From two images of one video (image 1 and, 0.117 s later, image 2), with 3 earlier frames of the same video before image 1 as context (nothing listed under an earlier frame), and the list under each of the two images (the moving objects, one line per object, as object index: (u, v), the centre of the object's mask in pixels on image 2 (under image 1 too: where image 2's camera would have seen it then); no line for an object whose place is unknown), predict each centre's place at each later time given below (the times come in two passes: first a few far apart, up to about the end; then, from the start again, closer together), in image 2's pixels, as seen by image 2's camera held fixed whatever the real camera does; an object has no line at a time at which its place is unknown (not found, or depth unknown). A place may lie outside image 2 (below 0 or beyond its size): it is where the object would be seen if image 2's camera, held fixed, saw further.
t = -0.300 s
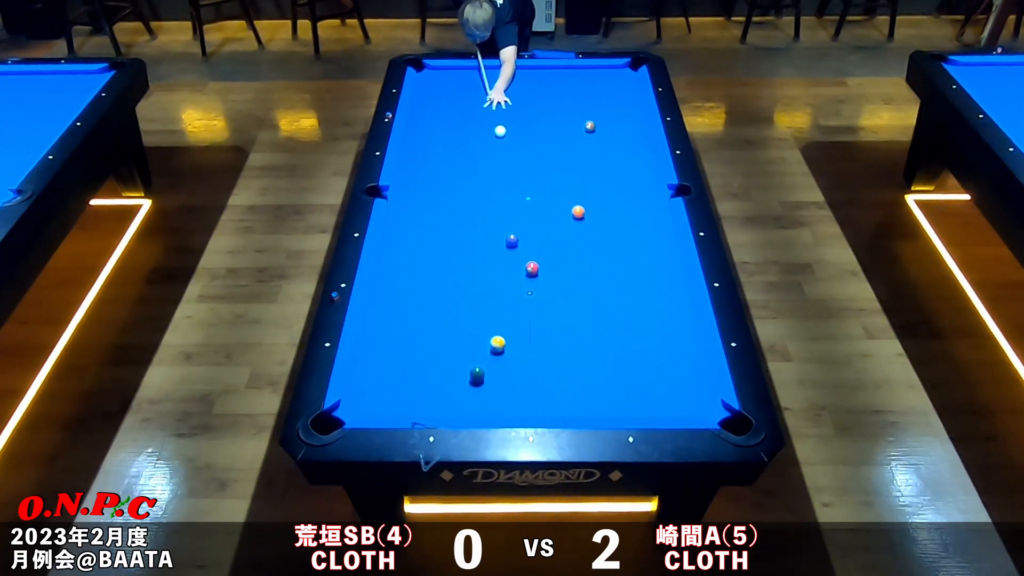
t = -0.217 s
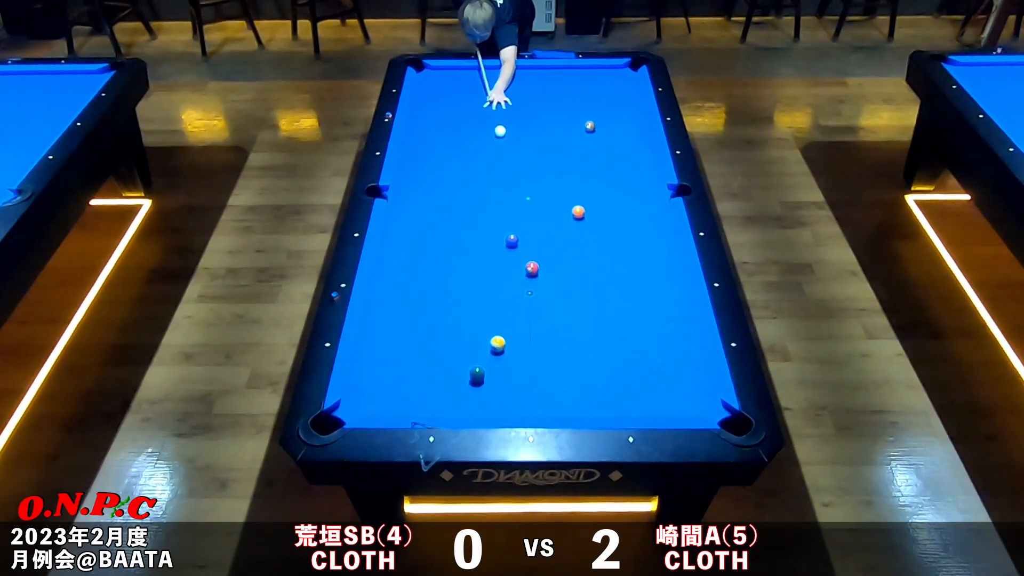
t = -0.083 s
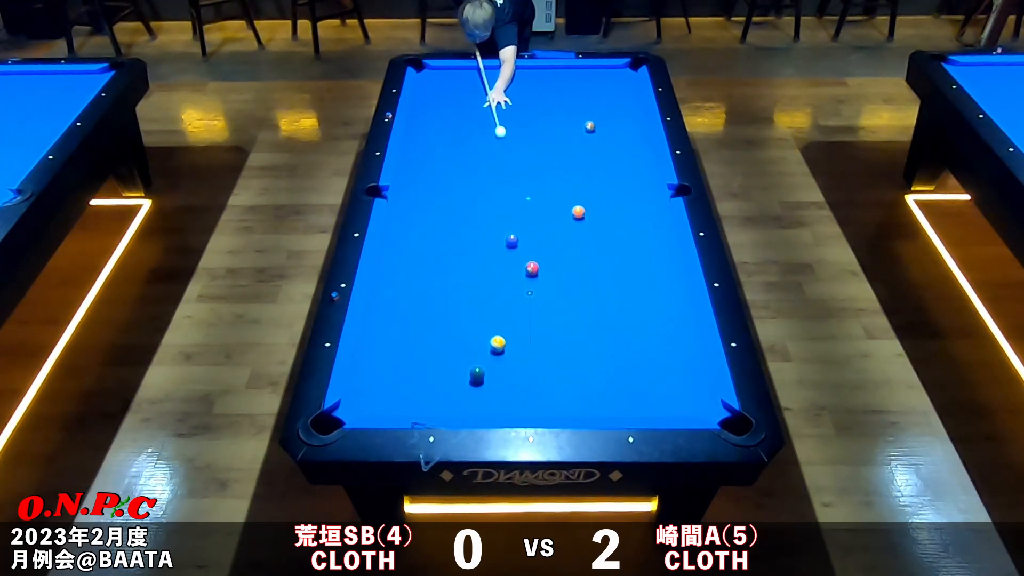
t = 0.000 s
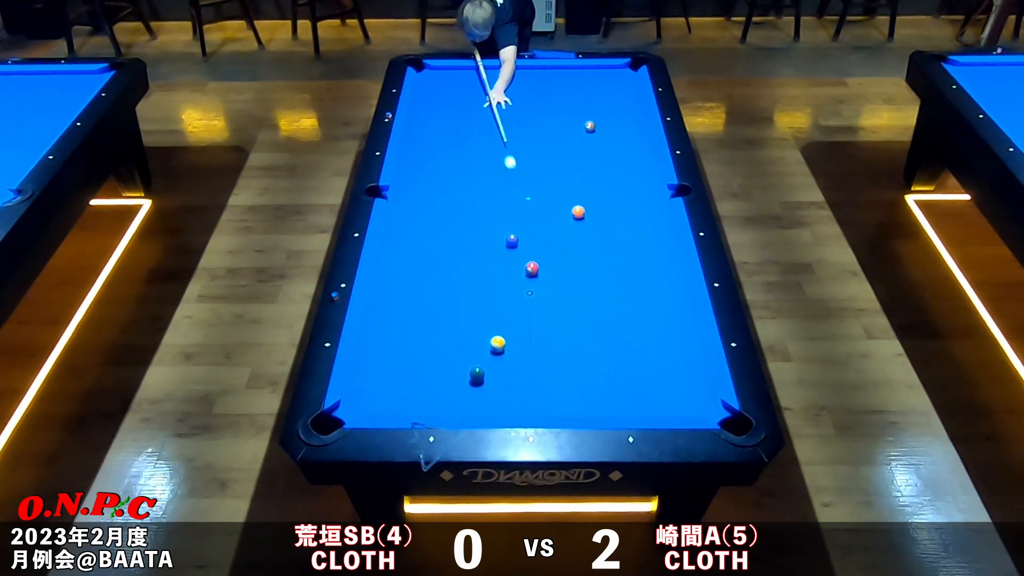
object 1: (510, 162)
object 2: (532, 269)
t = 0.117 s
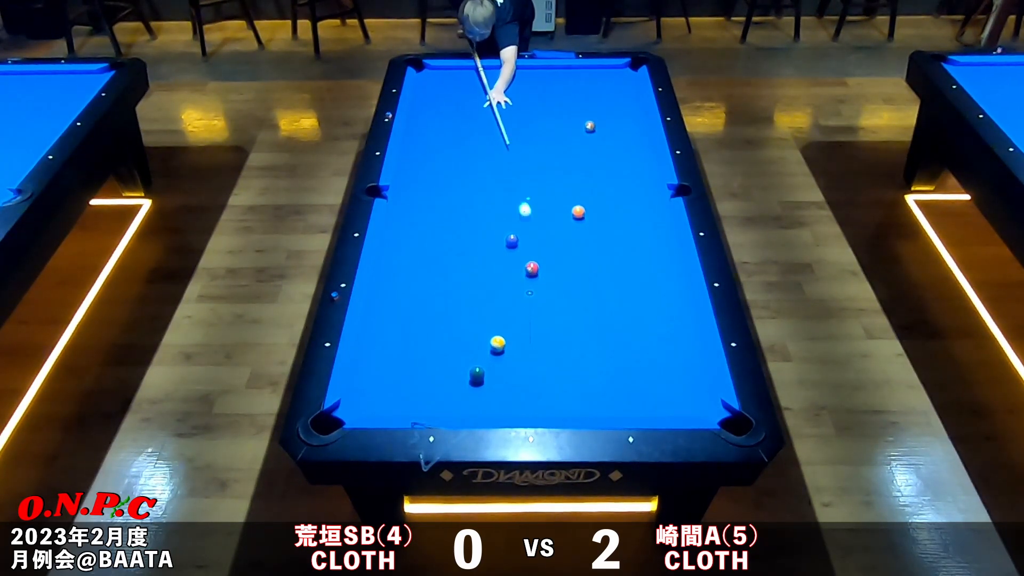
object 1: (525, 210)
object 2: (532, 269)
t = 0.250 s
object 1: (546, 264)
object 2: (528, 272)
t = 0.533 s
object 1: (643, 311)
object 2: (467, 328)
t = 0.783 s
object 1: (684, 333)
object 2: (410, 379)
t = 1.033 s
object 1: (653, 342)
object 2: (362, 400)
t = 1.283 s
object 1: (623, 351)
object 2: (365, 373)
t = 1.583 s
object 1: (588, 361)
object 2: (389, 345)
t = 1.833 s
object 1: (560, 368)
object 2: (407, 325)
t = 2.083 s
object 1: (532, 376)
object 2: (423, 306)
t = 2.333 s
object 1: (506, 384)
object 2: (438, 290)
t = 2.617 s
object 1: (478, 392)
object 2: (453, 273)
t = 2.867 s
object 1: (454, 399)
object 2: (466, 260)
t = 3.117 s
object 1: (431, 406)
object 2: (477, 248)
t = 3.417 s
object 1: (407, 409)
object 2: (488, 236)
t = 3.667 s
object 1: (392, 407)
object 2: (497, 226)
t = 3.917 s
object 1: (379, 406)
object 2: (505, 218)
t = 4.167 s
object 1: (368, 404)
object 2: (511, 210)
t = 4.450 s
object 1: (358, 400)
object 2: (519, 203)
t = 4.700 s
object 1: (351, 398)
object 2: (525, 197)
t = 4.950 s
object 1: (353, 398)
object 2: (530, 191)
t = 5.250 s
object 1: (355, 397)
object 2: (535, 186)
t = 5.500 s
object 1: (355, 398)
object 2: (539, 183)
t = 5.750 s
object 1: (355, 397)
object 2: (542, 180)
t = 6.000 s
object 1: (355, 398)
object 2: (545, 177)
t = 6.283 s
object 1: (355, 398)
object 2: (548, 175)
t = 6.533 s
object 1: (355, 398)
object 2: (549, 174)
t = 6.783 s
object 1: (355, 398)
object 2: (550, 173)
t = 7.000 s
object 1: (355, 398)
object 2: (550, 173)
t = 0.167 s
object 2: (532, 269)
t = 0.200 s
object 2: (532, 269)
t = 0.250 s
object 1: (546, 264)
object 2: (528, 272)
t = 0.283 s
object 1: (559, 271)
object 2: (520, 280)
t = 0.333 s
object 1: (577, 281)
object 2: (509, 290)
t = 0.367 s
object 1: (589, 286)
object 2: (501, 297)
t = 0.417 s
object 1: (606, 295)
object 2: (491, 306)
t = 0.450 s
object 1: (617, 300)
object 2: (484, 312)
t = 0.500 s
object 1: (633, 307)
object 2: (474, 322)
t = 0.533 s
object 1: (643, 311)
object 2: (467, 328)
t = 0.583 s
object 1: (658, 317)
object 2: (456, 338)
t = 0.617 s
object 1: (667, 320)
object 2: (448, 344)
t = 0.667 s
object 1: (681, 325)
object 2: (437, 354)
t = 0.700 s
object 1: (691, 329)
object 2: (429, 361)
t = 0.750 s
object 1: (690, 332)
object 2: (418, 372)
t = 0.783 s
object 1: (684, 333)
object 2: (410, 379)
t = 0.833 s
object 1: (677, 335)
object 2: (398, 390)
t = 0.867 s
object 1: (673, 336)
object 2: (389, 398)
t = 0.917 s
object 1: (667, 338)
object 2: (377, 407)
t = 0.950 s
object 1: (663, 339)
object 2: (370, 409)
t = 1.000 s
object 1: (657, 341)
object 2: (365, 405)
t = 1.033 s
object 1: (653, 342)
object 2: (362, 400)
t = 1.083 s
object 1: (647, 344)
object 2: (357, 394)
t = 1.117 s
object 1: (643, 345)
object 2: (354, 390)
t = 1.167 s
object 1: (637, 347)
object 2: (355, 385)
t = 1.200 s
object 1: (633, 348)
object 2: (358, 382)
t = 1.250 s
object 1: (627, 350)
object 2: (362, 376)
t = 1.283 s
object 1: (623, 351)
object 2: (365, 373)
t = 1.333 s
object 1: (617, 352)
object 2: (370, 368)
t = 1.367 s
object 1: (613, 353)
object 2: (373, 365)
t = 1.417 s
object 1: (607, 355)
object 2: (376, 360)
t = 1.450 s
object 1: (603, 356)
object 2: (379, 357)
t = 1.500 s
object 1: (597, 358)
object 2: (383, 353)
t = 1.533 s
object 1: (594, 359)
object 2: (386, 350)
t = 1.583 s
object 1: (588, 361)
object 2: (389, 345)
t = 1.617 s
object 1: (584, 362)
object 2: (392, 342)
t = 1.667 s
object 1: (578, 363)
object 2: (396, 338)
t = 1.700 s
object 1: (574, 364)
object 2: (398, 335)
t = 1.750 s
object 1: (569, 366)
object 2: (402, 331)
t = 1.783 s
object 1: (565, 367)
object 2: (404, 329)
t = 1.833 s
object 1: (560, 368)
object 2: (407, 325)
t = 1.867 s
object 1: (556, 370)
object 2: (410, 322)
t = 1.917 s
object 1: (550, 371)
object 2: (413, 318)
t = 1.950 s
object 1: (547, 372)
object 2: (415, 316)
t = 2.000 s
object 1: (541, 374)
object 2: (418, 313)
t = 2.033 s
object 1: (538, 375)
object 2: (420, 310)
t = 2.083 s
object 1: (532, 376)
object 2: (423, 306)
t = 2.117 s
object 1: (529, 377)
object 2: (426, 304)
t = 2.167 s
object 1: (524, 379)
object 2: (428, 301)
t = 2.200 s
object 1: (520, 380)
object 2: (431, 299)
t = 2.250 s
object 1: (515, 381)
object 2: (433, 295)
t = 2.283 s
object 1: (512, 382)
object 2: (435, 293)
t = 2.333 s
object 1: (506, 384)
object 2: (438, 290)
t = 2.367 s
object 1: (503, 385)
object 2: (440, 288)
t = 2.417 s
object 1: (498, 386)
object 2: (443, 285)
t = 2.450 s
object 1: (495, 387)
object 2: (445, 283)
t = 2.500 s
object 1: (490, 389)
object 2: (447, 280)
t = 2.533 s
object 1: (486, 390)
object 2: (449, 278)
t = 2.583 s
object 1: (481, 391)
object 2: (452, 275)
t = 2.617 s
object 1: (478, 392)
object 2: (453, 273)
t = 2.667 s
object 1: (473, 393)
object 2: (456, 270)
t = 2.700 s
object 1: (470, 394)
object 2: (458, 269)
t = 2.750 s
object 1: (465, 395)
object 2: (460, 266)
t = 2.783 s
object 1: (462, 396)
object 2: (462, 264)
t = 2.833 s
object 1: (457, 398)
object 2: (464, 262)
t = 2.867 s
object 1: (454, 399)
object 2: (466, 260)
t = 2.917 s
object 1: (450, 400)
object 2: (468, 258)
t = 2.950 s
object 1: (446, 401)
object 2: (469, 256)
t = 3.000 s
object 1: (442, 402)
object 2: (471, 254)
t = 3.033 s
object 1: (439, 403)
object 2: (473, 252)
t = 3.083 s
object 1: (434, 404)
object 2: (475, 250)
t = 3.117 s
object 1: (431, 406)
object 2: (477, 248)
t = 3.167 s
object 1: (427, 406)
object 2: (479, 246)
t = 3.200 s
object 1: (424, 406)
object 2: (480, 245)
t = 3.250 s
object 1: (420, 407)
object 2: (482, 242)
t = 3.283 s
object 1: (417, 408)
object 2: (483, 241)
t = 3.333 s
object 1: (413, 409)
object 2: (485, 239)
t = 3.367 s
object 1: (410, 409)
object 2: (486, 238)
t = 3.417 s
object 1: (407, 409)
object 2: (488, 236)
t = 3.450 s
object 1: (405, 409)
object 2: (489, 234)
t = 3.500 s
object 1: (402, 408)
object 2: (491, 232)
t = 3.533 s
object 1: (400, 408)
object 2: (492, 231)
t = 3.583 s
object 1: (397, 408)
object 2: (494, 229)
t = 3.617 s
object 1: (395, 408)
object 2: (495, 228)
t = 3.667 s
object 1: (392, 407)
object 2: (497, 226)
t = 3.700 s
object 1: (390, 407)
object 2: (498, 225)
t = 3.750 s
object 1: (388, 407)
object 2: (500, 223)
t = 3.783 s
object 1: (386, 407)
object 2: (501, 222)
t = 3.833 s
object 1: (383, 406)
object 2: (502, 220)
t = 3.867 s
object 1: (382, 406)
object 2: (503, 219)
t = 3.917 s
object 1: (379, 406)
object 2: (505, 218)
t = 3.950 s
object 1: (378, 406)
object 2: (506, 217)
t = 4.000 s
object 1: (375, 405)
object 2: (507, 215)
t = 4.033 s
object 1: (374, 405)
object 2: (508, 214)
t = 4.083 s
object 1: (372, 405)
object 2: (509, 213)
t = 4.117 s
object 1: (370, 405)
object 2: (510, 212)
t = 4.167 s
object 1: (368, 404)
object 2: (511, 210)
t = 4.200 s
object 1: (368, 402)
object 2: (513, 209)
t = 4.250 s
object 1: (366, 401)
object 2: (514, 208)
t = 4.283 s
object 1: (364, 401)
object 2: (515, 207)
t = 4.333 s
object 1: (362, 401)
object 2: (516, 206)
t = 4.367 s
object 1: (361, 401)
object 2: (517, 205)
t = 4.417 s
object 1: (359, 400)
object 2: (518, 203)
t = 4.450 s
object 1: (358, 400)
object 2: (519, 203)
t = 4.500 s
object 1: (357, 400)
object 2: (520, 201)
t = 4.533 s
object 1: (356, 400)
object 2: (521, 201)
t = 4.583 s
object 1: (354, 399)
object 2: (522, 199)
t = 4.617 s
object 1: (353, 399)
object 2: (523, 199)
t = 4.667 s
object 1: (352, 399)
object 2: (524, 197)
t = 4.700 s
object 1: (351, 398)
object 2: (525, 197)
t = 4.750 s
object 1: (351, 398)
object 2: (526, 196)
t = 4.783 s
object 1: (351, 398)
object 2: (526, 195)
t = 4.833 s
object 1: (352, 398)
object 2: (527, 194)
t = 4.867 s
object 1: (352, 398)
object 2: (528, 193)
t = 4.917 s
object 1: (353, 398)
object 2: (529, 192)
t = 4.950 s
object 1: (353, 398)
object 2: (530, 191)
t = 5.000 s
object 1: (354, 398)
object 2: (531, 191)
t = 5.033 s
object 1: (354, 398)
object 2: (531, 190)
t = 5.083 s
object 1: (354, 398)
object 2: (532, 189)
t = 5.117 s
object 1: (354, 397)
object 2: (533, 189)
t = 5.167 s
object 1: (355, 397)
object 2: (534, 188)
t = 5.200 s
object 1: (355, 397)
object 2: (534, 187)
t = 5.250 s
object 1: (355, 397)
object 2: (535, 186)
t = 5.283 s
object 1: (355, 398)
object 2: (536, 186)
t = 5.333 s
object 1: (355, 397)
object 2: (536, 185)
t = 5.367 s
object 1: (355, 398)
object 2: (537, 185)
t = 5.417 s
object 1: (355, 398)
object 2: (538, 184)
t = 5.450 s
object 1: (355, 398)
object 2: (538, 183)
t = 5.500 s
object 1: (355, 398)
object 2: (539, 183)
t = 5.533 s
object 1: (355, 397)
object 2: (540, 182)
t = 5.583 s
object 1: (355, 398)
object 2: (540, 182)
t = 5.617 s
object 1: (355, 397)
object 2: (541, 181)
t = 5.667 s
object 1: (355, 398)
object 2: (541, 181)
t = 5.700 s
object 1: (355, 398)
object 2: (542, 180)
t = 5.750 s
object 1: (355, 397)
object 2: (542, 180)
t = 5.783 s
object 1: (355, 398)
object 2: (543, 179)
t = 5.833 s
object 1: (355, 397)
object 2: (543, 179)
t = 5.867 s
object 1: (355, 397)
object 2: (544, 179)
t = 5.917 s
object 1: (355, 397)
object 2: (544, 178)
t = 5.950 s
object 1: (355, 397)
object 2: (545, 178)
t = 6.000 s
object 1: (355, 398)
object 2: (545, 177)
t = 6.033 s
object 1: (355, 398)
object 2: (546, 177)
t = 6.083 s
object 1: (355, 398)
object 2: (546, 177)
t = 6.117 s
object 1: (355, 398)
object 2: (546, 176)
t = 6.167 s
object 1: (355, 398)
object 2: (547, 176)
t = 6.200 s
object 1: (355, 398)
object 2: (547, 176)
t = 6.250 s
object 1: (355, 398)
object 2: (547, 175)
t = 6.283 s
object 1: (355, 398)
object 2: (548, 175)
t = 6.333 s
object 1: (355, 398)
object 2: (548, 175)
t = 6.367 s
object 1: (355, 398)
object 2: (548, 174)
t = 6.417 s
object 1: (355, 398)
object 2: (549, 174)
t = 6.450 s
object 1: (355, 398)
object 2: (549, 174)
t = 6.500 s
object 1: (355, 398)
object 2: (549, 174)
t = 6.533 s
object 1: (355, 398)
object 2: (549, 174)
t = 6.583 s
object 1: (355, 398)
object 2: (550, 173)
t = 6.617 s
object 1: (355, 398)
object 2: (550, 173)
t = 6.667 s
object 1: (355, 398)
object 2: (550, 173)
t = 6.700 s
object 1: (355, 398)
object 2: (550, 173)
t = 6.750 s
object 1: (355, 398)
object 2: (550, 173)
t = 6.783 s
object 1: (355, 398)
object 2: (550, 173)
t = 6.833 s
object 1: (355, 398)
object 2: (550, 173)
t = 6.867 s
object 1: (355, 398)
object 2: (550, 173)
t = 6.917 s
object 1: (355, 398)
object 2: (550, 173)
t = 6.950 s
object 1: (355, 398)
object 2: (550, 173)
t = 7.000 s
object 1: (355, 398)
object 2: (550, 173)
